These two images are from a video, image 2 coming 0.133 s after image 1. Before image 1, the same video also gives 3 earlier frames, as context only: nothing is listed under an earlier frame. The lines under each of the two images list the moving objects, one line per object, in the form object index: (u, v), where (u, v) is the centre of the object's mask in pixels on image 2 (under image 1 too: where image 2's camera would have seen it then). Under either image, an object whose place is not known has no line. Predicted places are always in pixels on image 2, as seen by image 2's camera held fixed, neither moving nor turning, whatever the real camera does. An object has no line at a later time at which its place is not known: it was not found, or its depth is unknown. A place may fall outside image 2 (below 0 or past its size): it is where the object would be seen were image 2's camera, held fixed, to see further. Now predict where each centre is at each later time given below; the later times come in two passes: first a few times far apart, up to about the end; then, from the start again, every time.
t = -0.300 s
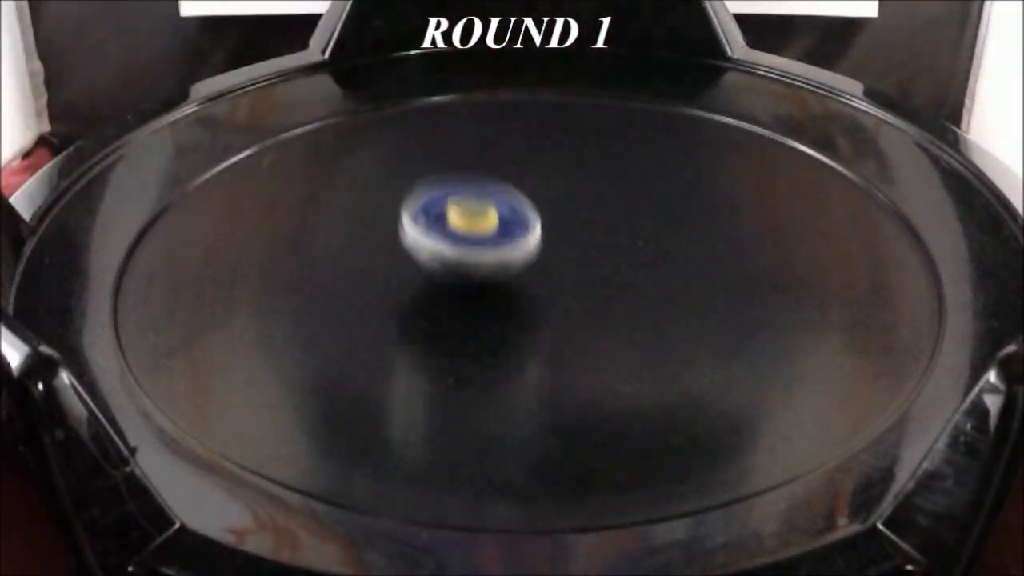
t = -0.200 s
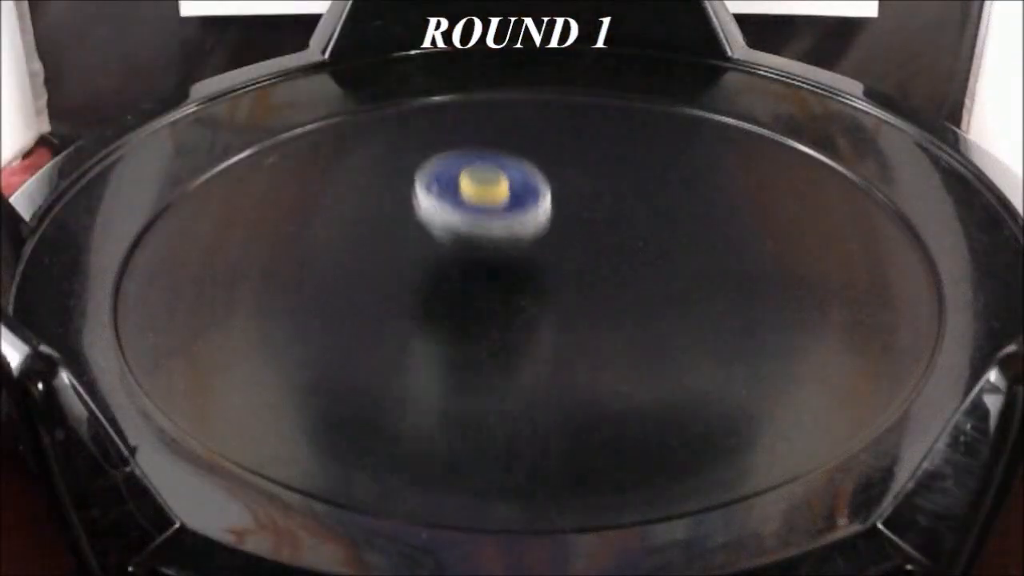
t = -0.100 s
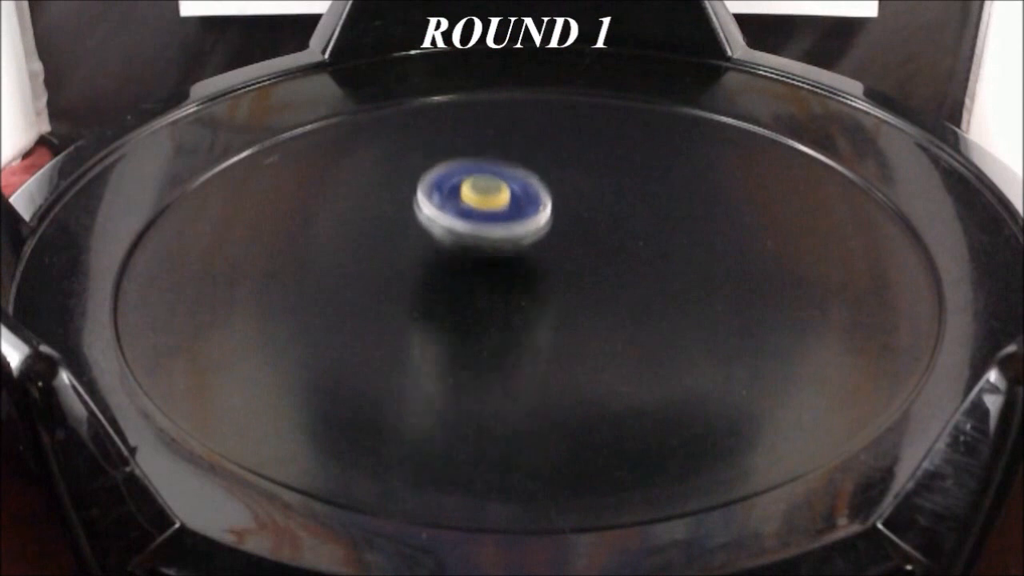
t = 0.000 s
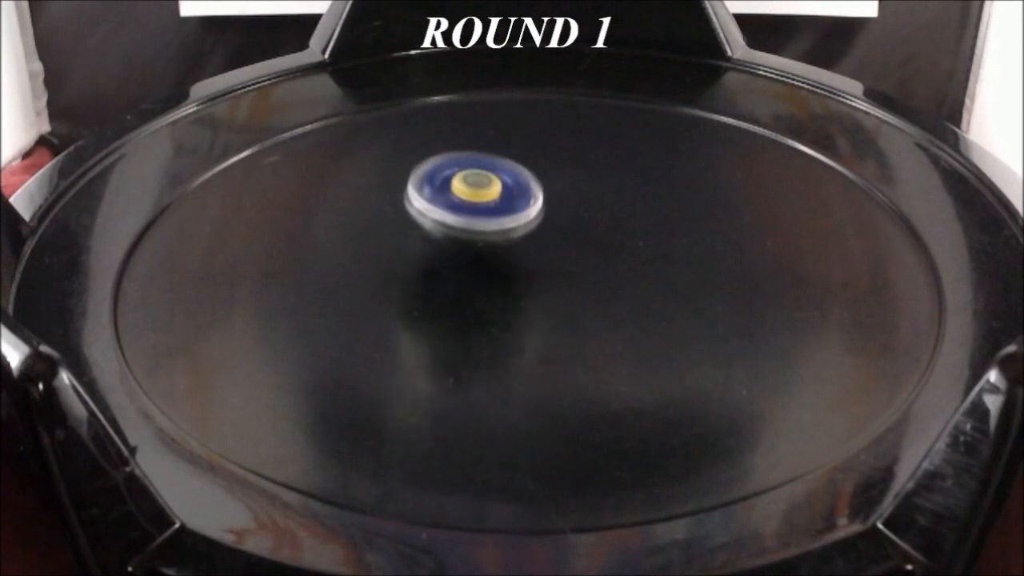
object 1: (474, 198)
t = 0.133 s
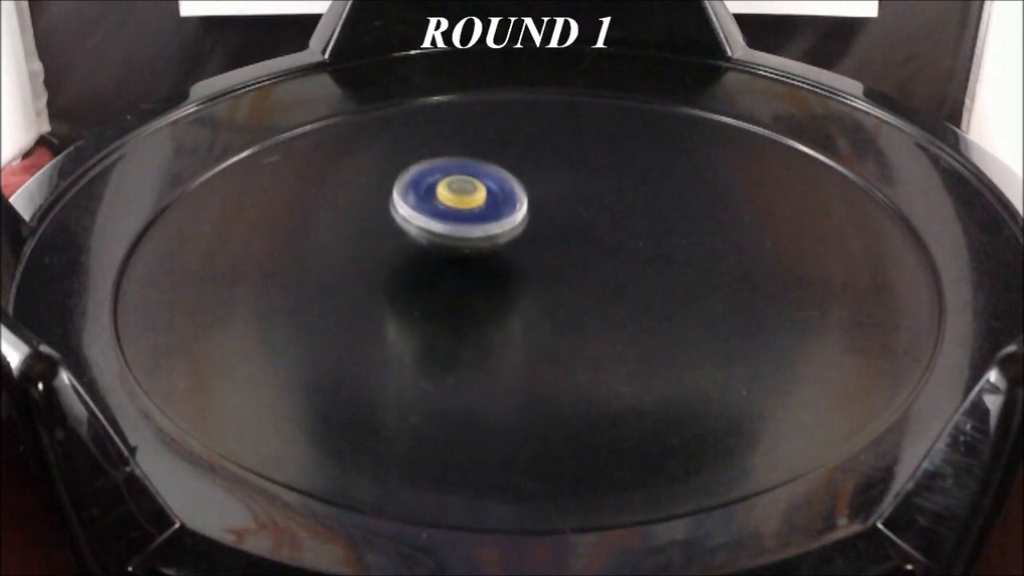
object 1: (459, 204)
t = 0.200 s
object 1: (454, 203)
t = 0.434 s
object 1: (427, 204)
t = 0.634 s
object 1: (455, 220)
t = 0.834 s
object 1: (505, 221)
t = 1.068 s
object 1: (545, 203)
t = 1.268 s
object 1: (541, 193)
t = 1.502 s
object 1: (538, 206)
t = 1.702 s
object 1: (558, 225)
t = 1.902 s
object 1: (589, 238)
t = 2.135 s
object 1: (616, 241)
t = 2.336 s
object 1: (614, 245)
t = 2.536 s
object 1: (600, 256)
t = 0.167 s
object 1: (457, 203)
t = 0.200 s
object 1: (454, 203)
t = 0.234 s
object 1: (450, 202)
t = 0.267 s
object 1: (445, 201)
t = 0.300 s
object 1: (440, 200)
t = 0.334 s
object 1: (436, 200)
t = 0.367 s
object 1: (432, 200)
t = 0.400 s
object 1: (429, 202)
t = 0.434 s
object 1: (427, 204)
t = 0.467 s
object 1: (428, 207)
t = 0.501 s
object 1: (430, 209)
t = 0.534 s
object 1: (434, 212)
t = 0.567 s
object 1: (440, 216)
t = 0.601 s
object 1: (447, 218)
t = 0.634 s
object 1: (455, 220)
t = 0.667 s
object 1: (463, 222)
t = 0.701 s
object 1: (472, 223)
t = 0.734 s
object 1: (481, 224)
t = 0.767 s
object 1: (488, 224)
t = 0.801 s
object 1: (497, 223)
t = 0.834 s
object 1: (505, 221)
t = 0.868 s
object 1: (514, 219)
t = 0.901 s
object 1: (521, 217)
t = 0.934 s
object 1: (527, 215)
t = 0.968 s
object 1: (534, 212)
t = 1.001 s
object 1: (538, 209)
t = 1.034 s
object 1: (542, 206)
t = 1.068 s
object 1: (545, 203)
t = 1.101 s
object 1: (547, 200)
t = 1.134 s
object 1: (547, 198)
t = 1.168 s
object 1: (546, 195)
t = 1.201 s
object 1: (545, 194)
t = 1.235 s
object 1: (543, 193)
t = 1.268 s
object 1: (541, 193)
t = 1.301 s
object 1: (539, 194)
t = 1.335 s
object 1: (538, 195)
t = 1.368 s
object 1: (537, 196)
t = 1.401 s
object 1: (536, 198)
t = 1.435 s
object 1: (536, 200)
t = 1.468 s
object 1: (537, 203)
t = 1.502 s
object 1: (538, 206)
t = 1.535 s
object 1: (540, 209)
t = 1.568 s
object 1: (543, 212)
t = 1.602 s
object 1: (546, 215)
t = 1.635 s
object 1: (550, 219)
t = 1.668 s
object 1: (554, 222)
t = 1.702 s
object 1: (558, 225)
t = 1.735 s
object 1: (562, 228)
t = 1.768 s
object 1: (567, 231)
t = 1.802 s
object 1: (572, 233)
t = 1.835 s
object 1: (577, 235)
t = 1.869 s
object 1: (583, 237)
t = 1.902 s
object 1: (589, 238)
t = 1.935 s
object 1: (594, 239)
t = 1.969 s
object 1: (599, 240)
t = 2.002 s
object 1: (604, 240)
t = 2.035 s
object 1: (608, 241)
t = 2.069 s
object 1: (611, 241)
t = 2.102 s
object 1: (613, 241)
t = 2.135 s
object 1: (616, 241)
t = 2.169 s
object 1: (617, 242)
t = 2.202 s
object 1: (617, 242)
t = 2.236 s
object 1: (618, 242)
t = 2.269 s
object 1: (617, 243)
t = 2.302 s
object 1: (616, 244)
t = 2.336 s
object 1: (614, 245)
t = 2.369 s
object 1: (612, 246)
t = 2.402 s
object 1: (610, 248)
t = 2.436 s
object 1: (607, 249)
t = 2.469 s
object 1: (605, 253)
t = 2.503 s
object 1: (602, 255)
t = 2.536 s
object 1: (600, 256)
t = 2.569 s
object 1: (598, 260)
